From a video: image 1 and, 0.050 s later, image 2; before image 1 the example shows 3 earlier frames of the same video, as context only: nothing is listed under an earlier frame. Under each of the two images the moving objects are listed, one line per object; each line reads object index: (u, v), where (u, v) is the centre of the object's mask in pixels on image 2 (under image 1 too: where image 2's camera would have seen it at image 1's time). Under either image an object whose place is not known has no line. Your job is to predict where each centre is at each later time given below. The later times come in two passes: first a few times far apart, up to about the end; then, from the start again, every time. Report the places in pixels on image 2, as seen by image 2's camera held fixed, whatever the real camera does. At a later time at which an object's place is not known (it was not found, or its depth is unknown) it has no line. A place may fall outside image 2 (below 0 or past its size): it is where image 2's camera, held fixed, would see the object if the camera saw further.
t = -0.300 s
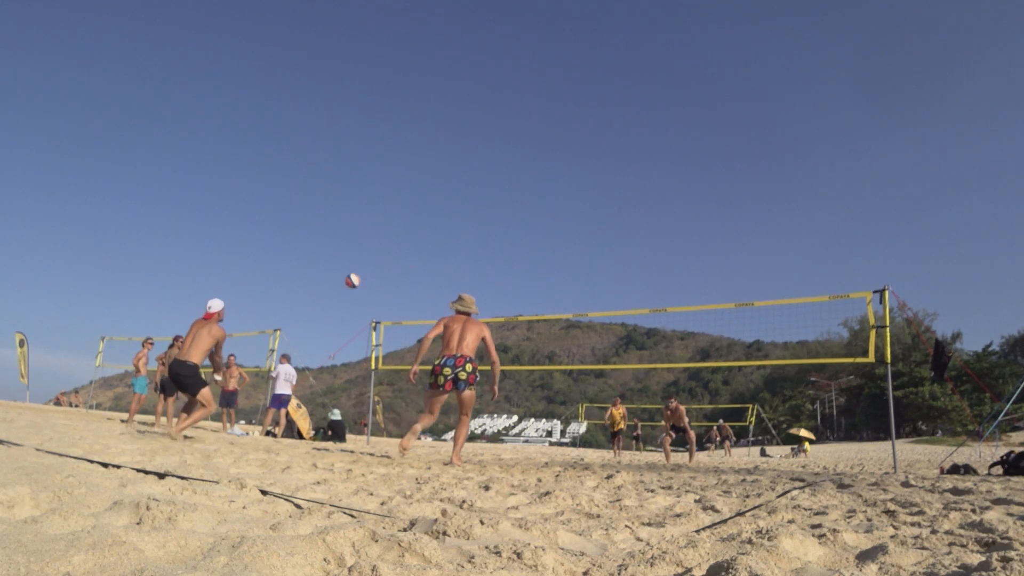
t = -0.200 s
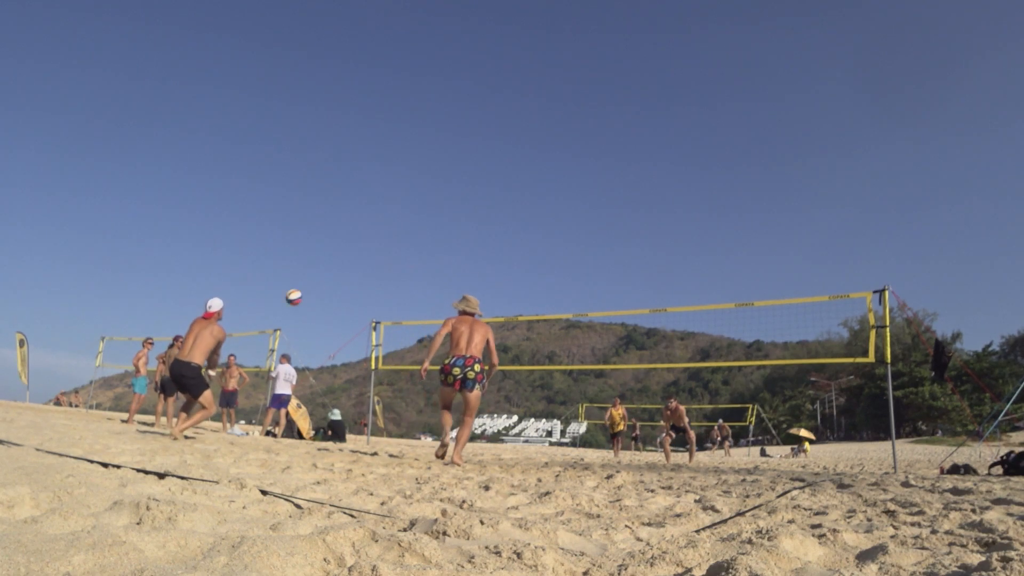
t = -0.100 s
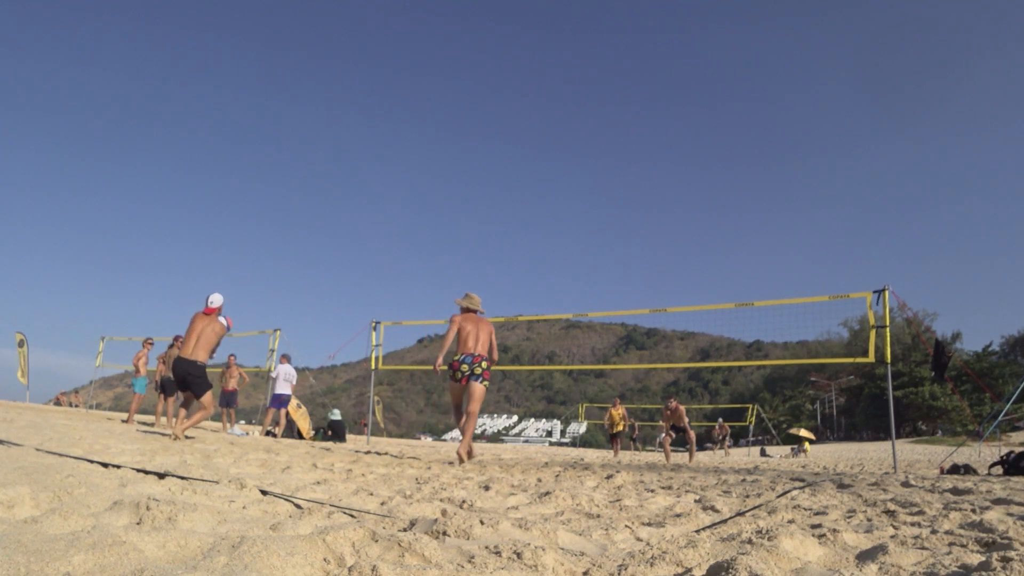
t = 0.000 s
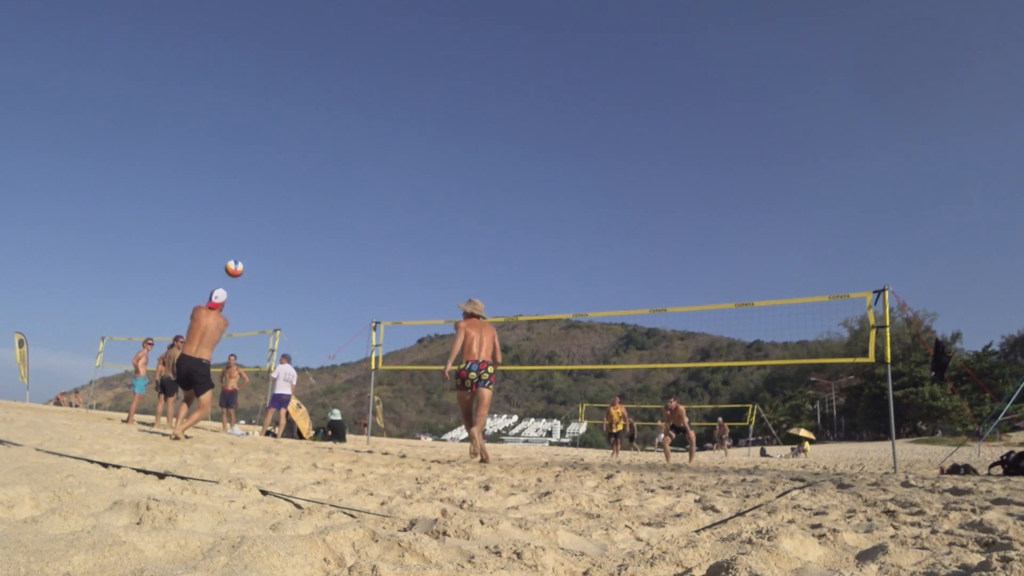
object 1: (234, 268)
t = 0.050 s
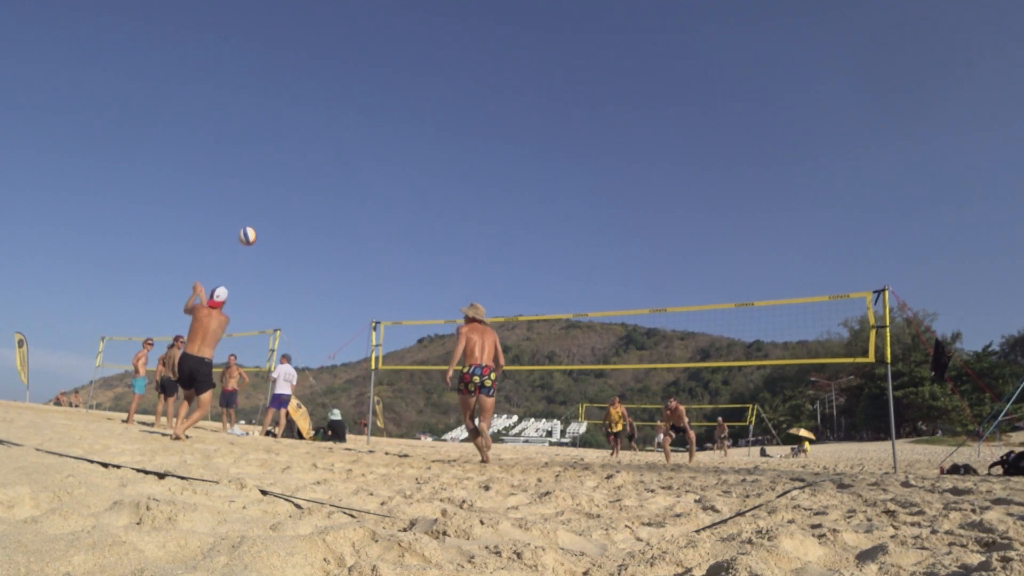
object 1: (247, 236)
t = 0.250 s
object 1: (294, 134)
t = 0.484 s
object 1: (335, 63)
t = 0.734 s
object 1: (367, 31)
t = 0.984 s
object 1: (391, 37)
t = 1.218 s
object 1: (408, 78)
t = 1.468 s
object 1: (422, 162)
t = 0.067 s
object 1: (252, 226)
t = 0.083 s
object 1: (256, 216)
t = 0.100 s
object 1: (260, 206)
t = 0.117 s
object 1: (264, 197)
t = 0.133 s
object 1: (268, 188)
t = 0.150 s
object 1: (272, 179)
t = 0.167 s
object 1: (276, 171)
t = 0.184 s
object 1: (280, 163)
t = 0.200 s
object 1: (283, 156)
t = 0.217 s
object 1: (287, 149)
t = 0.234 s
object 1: (291, 141)
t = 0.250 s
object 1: (294, 134)
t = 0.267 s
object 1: (298, 128)
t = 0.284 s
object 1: (301, 121)
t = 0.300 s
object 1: (304, 115)
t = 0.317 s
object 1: (308, 110)
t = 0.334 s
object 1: (311, 104)
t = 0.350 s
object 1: (314, 98)
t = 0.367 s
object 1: (316, 94)
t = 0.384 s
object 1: (319, 89)
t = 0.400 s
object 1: (322, 84)
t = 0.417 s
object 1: (325, 79)
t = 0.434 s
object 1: (328, 75)
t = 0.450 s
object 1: (330, 71)
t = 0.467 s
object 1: (332, 67)
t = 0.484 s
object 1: (335, 63)
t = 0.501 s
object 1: (337, 60)
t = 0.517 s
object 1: (340, 56)
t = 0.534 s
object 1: (342, 54)
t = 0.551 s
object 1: (345, 51)
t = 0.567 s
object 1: (347, 48)
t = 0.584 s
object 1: (349, 46)
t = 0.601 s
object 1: (351, 43)
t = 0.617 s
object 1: (353, 41)
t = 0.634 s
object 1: (355, 39)
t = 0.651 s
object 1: (357, 37)
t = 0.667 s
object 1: (359, 36)
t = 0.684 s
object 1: (361, 35)
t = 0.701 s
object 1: (363, 34)
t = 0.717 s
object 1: (365, 32)
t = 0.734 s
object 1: (367, 31)
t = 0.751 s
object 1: (369, 30)
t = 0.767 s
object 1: (370, 30)
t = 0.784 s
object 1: (372, 29)
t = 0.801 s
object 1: (373, 29)
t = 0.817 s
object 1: (375, 29)
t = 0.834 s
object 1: (377, 29)
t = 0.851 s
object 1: (379, 30)
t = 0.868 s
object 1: (380, 30)
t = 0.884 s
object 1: (382, 31)
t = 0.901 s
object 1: (383, 31)
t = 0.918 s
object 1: (385, 32)
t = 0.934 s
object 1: (387, 33)
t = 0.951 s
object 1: (388, 35)
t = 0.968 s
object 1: (389, 36)
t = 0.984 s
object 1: (391, 37)
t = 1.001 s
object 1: (392, 39)
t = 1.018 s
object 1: (393, 41)
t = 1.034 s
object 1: (395, 43)
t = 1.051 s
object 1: (396, 45)
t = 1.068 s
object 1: (397, 47)
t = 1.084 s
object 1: (399, 50)
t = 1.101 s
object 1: (400, 53)
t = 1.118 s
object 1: (401, 55)
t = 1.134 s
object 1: (402, 59)
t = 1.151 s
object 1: (403, 63)
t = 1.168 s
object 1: (405, 66)
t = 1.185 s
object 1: (406, 70)
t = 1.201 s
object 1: (407, 73)
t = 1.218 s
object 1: (408, 78)
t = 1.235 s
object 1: (409, 82)
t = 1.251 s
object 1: (410, 86)
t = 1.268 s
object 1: (411, 91)
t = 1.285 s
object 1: (412, 96)
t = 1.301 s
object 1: (413, 101)
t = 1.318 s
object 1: (414, 106)
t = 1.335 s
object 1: (415, 111)
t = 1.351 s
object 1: (415, 117)
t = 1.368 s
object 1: (416, 122)
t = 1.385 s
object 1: (417, 128)
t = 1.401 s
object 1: (418, 134)
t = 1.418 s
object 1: (419, 141)
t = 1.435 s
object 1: (419, 148)
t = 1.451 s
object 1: (420, 155)
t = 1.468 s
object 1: (422, 162)
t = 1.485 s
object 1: (422, 170)
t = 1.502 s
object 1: (423, 177)
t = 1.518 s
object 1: (423, 185)
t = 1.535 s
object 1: (424, 193)
